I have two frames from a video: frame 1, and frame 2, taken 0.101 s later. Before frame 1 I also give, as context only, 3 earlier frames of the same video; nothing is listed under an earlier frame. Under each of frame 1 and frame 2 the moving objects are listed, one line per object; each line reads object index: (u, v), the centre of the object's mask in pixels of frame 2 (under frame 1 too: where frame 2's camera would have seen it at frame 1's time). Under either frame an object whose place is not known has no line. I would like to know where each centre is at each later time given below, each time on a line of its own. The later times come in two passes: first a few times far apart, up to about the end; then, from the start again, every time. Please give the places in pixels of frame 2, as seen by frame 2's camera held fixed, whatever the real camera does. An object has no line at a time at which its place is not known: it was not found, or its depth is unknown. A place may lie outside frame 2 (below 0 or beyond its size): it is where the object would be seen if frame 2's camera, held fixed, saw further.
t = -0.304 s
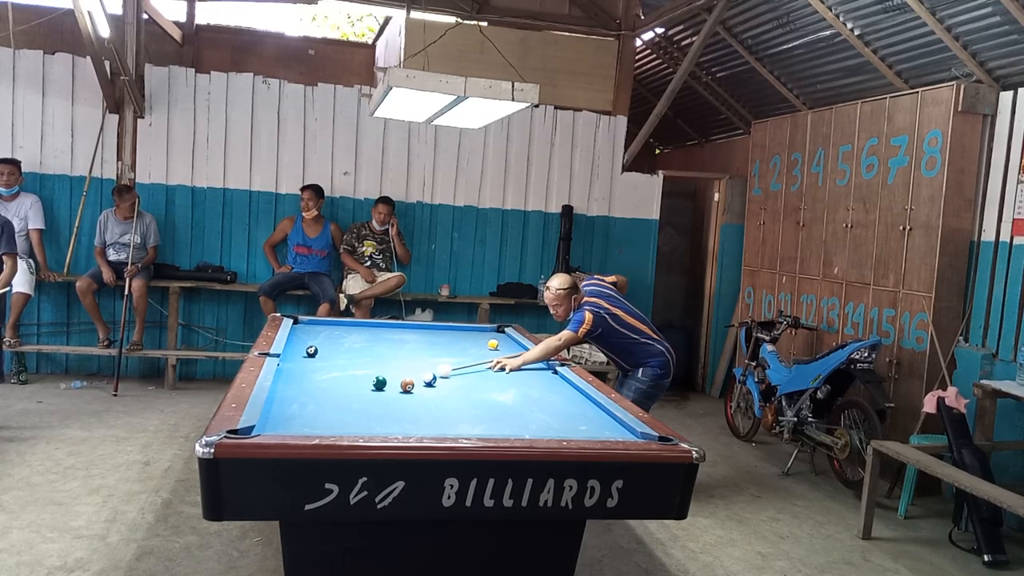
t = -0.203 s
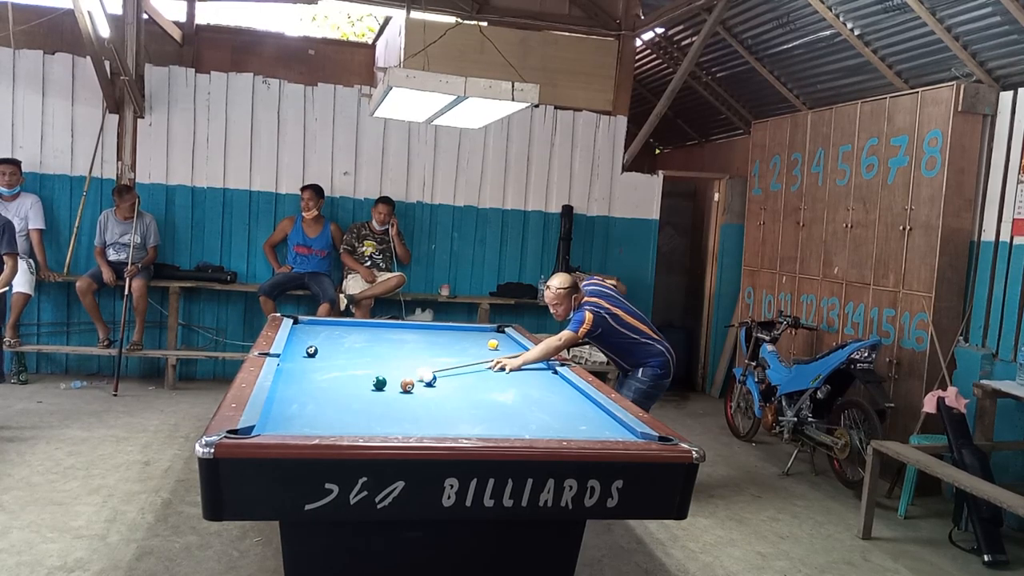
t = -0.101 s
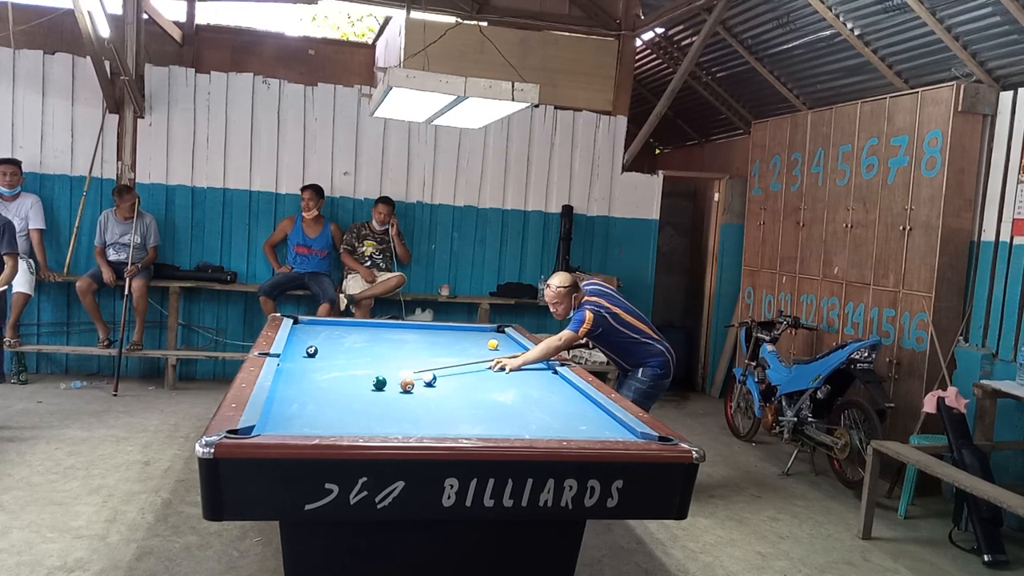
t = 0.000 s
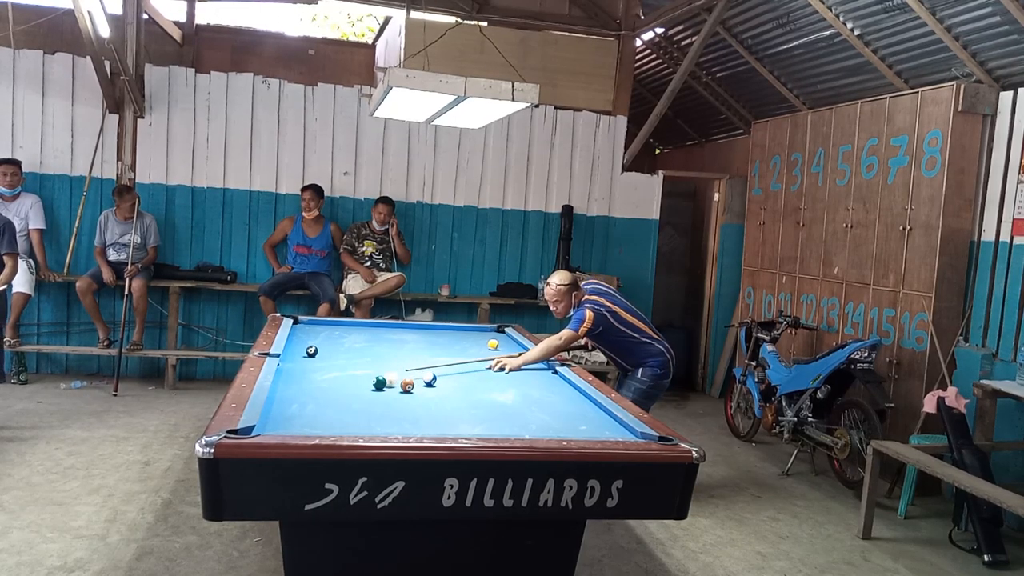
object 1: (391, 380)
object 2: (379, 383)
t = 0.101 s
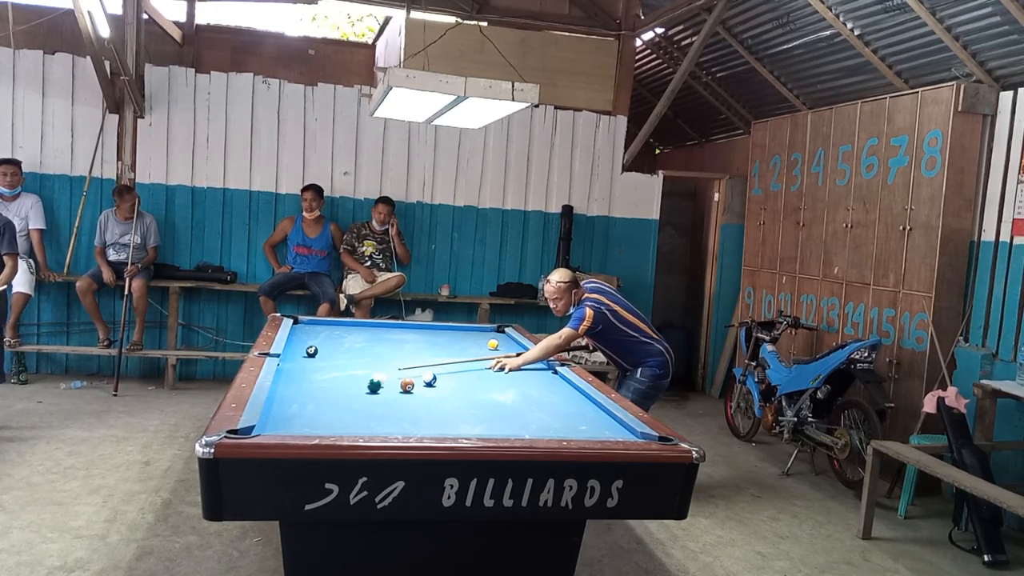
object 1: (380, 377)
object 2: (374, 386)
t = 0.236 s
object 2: (367, 389)
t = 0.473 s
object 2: (354, 396)
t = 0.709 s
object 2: (342, 403)
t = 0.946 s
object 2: (329, 410)
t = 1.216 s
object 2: (315, 422)
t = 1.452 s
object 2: (300, 427)
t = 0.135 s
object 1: (372, 376)
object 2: (372, 386)
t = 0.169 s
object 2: (370, 387)
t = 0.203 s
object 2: (368, 388)
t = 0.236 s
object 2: (367, 389)
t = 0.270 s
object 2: (365, 390)
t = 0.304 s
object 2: (363, 391)
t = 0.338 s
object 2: (361, 392)
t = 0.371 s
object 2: (360, 393)
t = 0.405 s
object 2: (358, 394)
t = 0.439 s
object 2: (356, 395)
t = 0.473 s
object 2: (354, 396)
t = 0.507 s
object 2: (352, 397)
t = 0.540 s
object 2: (351, 398)
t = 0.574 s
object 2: (349, 399)
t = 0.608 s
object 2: (347, 400)
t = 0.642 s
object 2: (345, 401)
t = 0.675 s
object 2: (343, 402)
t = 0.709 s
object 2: (342, 403)
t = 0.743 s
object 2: (340, 404)
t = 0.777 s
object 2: (338, 405)
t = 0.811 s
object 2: (336, 409)
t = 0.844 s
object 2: (334, 410)
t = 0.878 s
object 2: (333, 411)
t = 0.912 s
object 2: (331, 412)
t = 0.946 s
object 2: (329, 410)
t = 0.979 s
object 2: (327, 411)
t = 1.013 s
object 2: (325, 415)
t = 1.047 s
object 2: (324, 416)
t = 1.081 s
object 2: (322, 418)
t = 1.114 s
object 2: (320, 418)
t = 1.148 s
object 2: (318, 419)
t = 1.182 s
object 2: (316, 421)
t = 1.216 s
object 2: (315, 422)
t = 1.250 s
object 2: (313, 423)
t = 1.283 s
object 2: (311, 424)
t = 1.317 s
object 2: (309, 424)
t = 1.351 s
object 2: (307, 425)
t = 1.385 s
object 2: (305, 426)
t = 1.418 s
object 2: (302, 426)
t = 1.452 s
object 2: (300, 427)
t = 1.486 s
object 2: (298, 424)
